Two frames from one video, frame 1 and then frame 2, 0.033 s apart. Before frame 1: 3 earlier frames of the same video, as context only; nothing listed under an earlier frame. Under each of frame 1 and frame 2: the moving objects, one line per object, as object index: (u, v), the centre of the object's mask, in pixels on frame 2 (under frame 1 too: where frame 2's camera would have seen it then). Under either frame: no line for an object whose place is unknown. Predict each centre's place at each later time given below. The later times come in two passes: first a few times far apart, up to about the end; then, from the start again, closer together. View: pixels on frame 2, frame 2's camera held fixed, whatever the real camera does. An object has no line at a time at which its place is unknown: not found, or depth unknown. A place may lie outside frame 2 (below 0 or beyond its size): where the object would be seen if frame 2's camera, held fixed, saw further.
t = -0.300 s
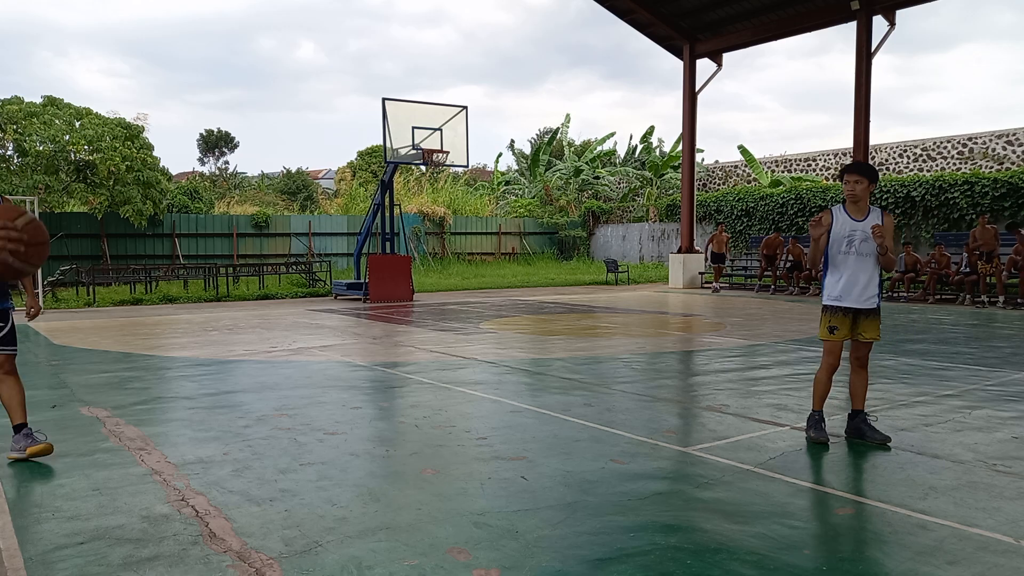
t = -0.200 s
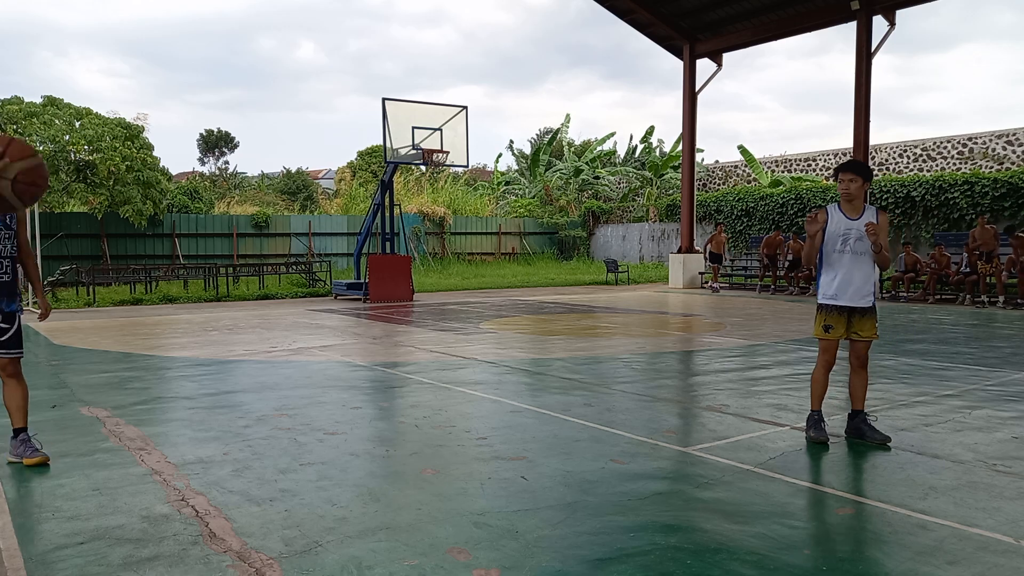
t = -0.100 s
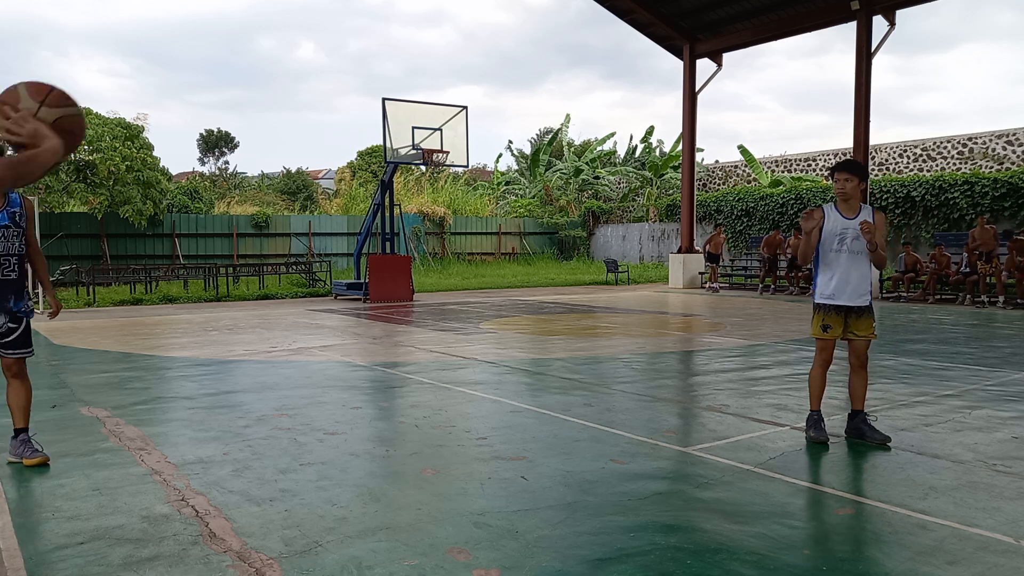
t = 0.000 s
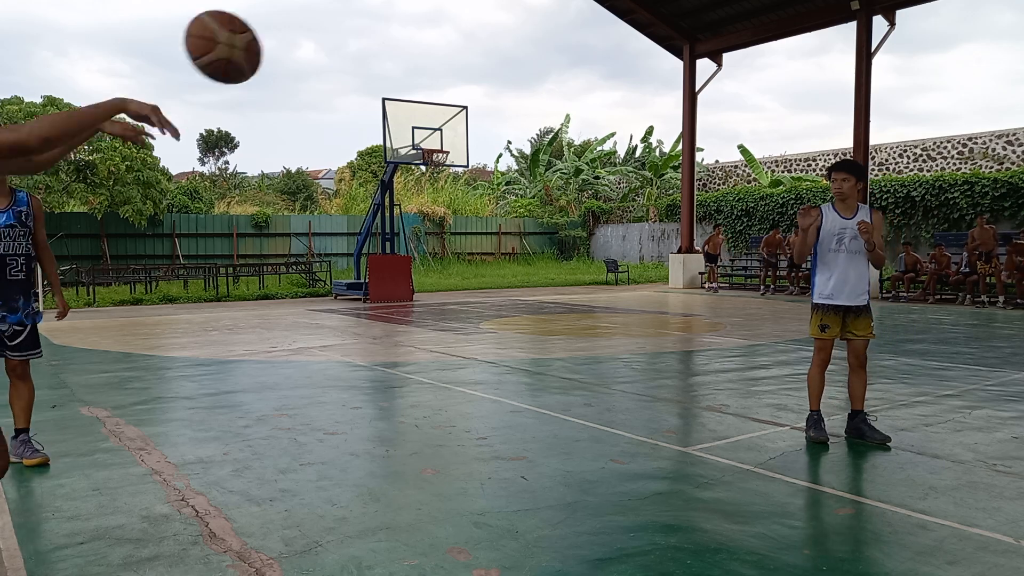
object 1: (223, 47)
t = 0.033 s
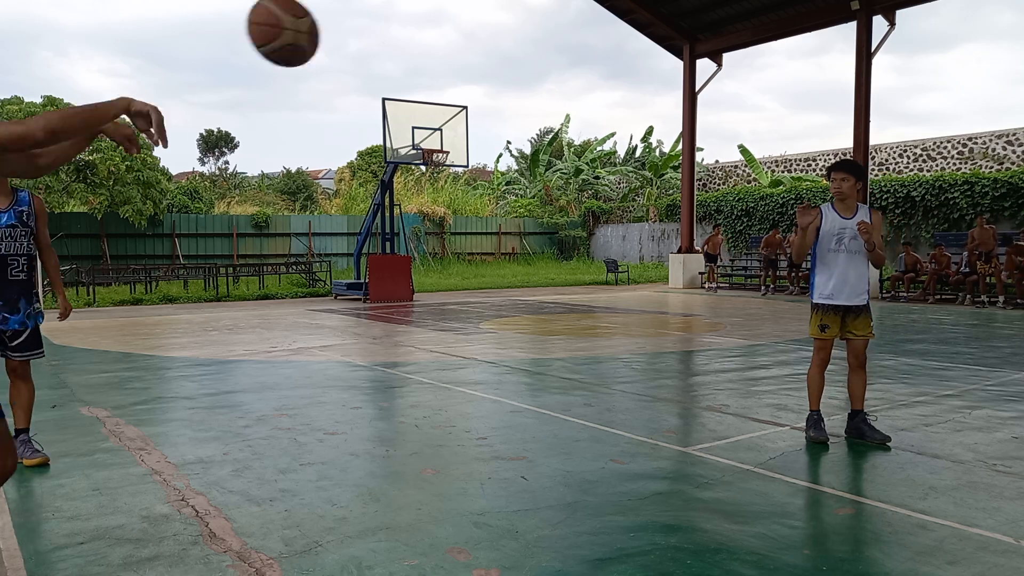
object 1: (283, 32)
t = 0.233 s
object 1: (574, 16)
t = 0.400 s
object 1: (750, 55)
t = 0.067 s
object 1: (340, 24)
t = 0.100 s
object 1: (393, 19)
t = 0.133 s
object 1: (443, 17)
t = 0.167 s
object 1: (489, 15)
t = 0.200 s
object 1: (533, 15)
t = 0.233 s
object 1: (574, 16)
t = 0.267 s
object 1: (613, 19)
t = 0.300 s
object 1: (650, 23)
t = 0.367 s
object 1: (718, 41)
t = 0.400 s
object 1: (750, 55)
